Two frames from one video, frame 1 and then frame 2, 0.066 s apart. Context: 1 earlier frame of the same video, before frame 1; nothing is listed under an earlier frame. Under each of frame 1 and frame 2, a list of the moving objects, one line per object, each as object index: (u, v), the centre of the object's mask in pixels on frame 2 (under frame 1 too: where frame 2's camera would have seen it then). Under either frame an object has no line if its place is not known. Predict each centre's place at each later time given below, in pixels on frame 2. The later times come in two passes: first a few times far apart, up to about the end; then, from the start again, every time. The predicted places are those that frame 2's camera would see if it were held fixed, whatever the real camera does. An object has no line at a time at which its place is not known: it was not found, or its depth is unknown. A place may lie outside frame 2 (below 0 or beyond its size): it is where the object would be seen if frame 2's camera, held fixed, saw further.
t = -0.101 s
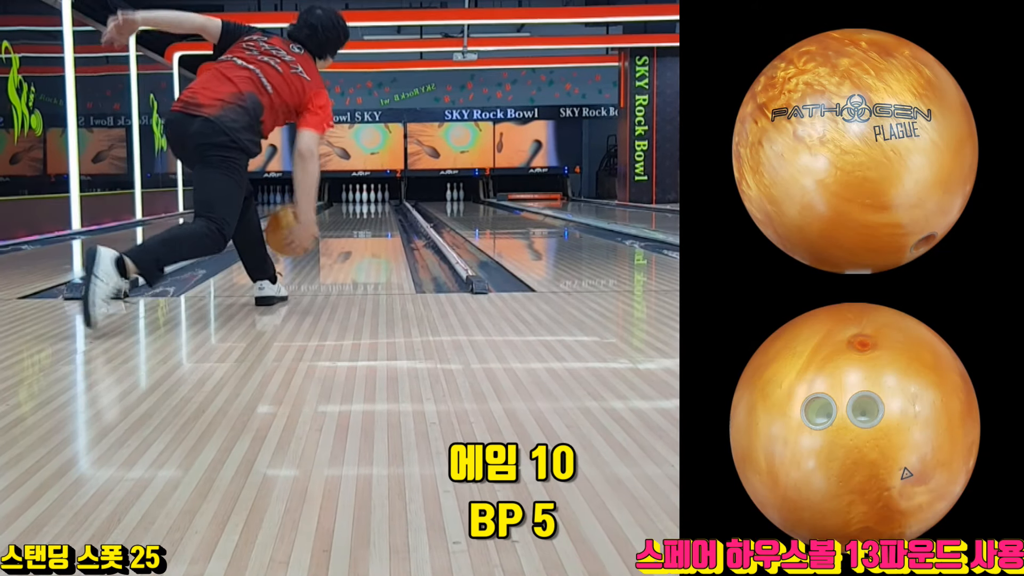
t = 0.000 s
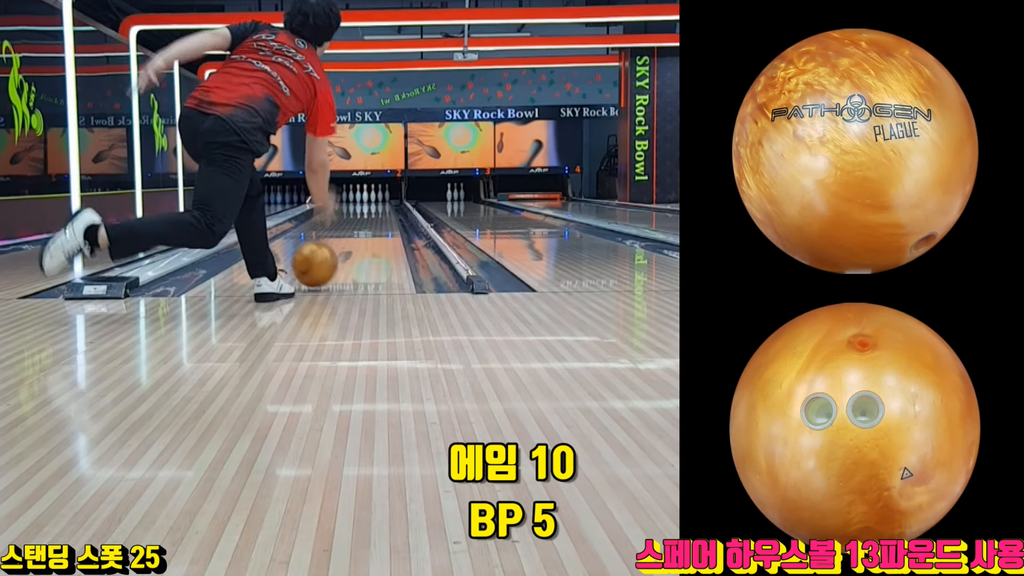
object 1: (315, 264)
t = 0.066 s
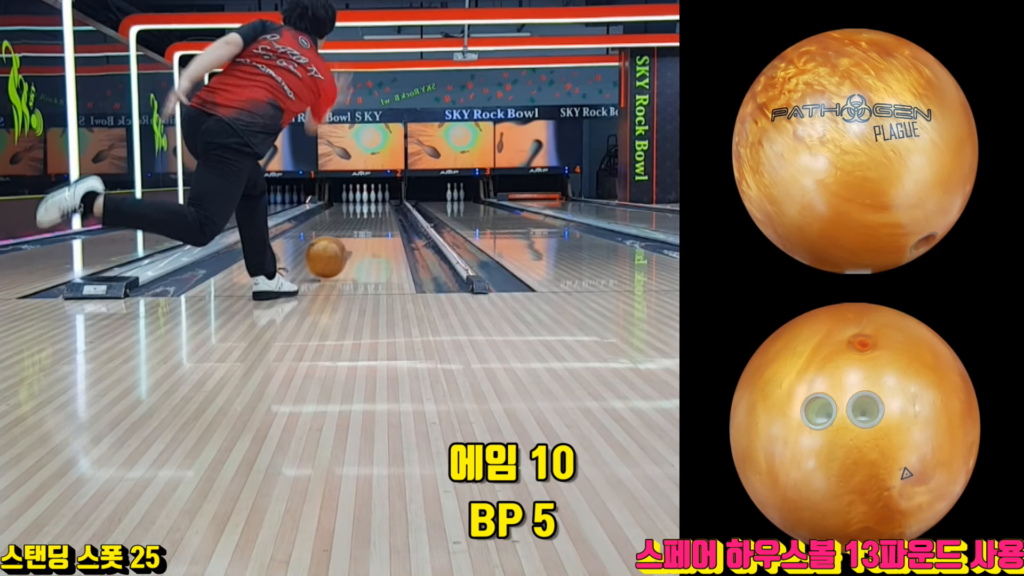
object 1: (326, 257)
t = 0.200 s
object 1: (343, 247)
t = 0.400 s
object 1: (361, 235)
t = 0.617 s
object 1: (374, 225)
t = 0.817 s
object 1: (381, 219)
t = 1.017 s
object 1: (385, 214)
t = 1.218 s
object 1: (387, 210)
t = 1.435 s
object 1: (386, 207)
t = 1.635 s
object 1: (385, 205)
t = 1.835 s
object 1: (382, 203)
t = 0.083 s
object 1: (329, 256)
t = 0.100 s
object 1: (331, 255)
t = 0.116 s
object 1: (334, 255)
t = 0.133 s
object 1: (336, 254)
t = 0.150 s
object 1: (338, 252)
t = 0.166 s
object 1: (340, 251)
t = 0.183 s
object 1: (342, 249)
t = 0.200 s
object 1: (343, 247)
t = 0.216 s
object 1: (345, 246)
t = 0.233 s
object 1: (347, 245)
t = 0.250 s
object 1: (349, 244)
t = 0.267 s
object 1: (350, 243)
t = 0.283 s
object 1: (352, 241)
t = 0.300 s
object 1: (354, 240)
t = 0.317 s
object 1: (355, 239)
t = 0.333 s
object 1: (356, 238)
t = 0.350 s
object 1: (357, 237)
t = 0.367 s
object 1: (359, 236)
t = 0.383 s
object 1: (360, 235)
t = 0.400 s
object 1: (361, 235)
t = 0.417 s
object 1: (363, 234)
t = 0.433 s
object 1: (364, 233)
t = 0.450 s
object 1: (365, 232)
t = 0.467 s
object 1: (366, 231)
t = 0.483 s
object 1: (367, 230)
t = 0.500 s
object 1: (368, 230)
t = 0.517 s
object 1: (369, 229)
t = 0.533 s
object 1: (369, 228)
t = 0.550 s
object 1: (370, 227)
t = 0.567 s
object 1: (371, 227)
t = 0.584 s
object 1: (372, 226)
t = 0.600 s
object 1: (373, 225)
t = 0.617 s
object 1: (374, 225)
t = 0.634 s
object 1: (374, 224)
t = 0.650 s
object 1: (375, 224)
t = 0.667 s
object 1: (376, 224)
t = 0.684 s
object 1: (376, 223)
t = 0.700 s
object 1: (377, 222)
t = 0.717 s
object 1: (378, 222)
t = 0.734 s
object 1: (378, 221)
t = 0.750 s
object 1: (378, 221)
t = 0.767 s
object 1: (379, 221)
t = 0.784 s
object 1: (380, 220)
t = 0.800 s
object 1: (381, 219)
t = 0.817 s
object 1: (381, 219)
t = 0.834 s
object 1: (382, 218)
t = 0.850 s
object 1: (382, 218)
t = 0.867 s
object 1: (382, 218)
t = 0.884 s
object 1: (383, 217)
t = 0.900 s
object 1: (383, 217)
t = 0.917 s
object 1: (384, 217)
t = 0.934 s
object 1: (384, 216)
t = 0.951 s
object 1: (384, 216)
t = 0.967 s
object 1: (384, 215)
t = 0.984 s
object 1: (384, 215)
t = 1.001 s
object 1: (385, 214)
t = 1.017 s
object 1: (385, 214)
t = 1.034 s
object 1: (385, 214)
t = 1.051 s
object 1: (385, 213)
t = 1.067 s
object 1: (385, 213)
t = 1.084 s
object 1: (385, 213)
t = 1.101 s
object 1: (386, 212)
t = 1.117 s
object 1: (386, 212)
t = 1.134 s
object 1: (387, 212)
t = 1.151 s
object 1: (387, 212)
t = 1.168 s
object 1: (387, 211)
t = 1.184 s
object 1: (387, 211)
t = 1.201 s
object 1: (387, 211)
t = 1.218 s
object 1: (387, 210)
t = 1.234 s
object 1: (386, 210)
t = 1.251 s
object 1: (386, 209)
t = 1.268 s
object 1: (387, 209)
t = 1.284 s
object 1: (387, 209)
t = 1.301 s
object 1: (387, 209)
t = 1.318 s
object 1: (387, 209)
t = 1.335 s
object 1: (387, 209)
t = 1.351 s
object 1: (387, 208)
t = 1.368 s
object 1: (387, 208)
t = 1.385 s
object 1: (387, 208)
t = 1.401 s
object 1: (387, 208)
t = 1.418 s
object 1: (387, 207)
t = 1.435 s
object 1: (386, 207)
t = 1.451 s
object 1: (386, 207)
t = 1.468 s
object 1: (386, 207)
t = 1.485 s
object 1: (386, 207)
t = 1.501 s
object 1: (386, 206)
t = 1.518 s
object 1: (386, 206)
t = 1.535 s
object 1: (386, 206)
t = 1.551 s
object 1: (386, 206)
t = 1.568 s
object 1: (386, 206)
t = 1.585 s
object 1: (385, 206)
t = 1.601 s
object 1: (385, 206)
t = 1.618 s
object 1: (385, 206)
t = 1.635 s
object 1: (385, 205)
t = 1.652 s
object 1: (384, 205)
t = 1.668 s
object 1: (384, 205)
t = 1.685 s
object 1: (384, 205)
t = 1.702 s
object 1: (384, 205)
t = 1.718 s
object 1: (384, 204)
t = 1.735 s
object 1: (383, 205)
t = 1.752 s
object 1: (383, 204)
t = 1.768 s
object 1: (383, 204)
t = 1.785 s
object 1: (383, 204)
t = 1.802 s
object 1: (383, 204)
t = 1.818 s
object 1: (382, 203)
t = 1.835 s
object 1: (382, 203)
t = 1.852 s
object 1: (381, 203)
